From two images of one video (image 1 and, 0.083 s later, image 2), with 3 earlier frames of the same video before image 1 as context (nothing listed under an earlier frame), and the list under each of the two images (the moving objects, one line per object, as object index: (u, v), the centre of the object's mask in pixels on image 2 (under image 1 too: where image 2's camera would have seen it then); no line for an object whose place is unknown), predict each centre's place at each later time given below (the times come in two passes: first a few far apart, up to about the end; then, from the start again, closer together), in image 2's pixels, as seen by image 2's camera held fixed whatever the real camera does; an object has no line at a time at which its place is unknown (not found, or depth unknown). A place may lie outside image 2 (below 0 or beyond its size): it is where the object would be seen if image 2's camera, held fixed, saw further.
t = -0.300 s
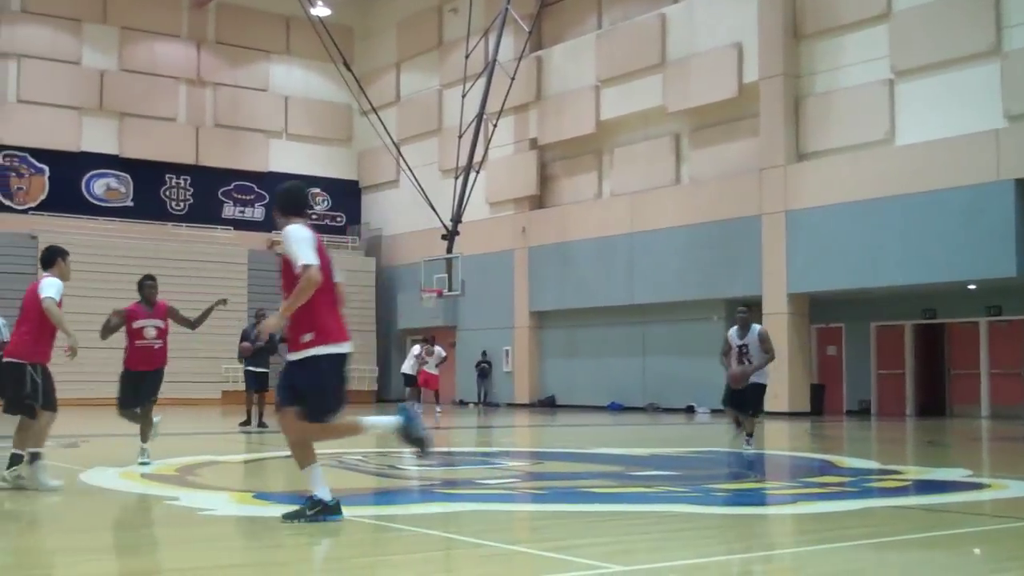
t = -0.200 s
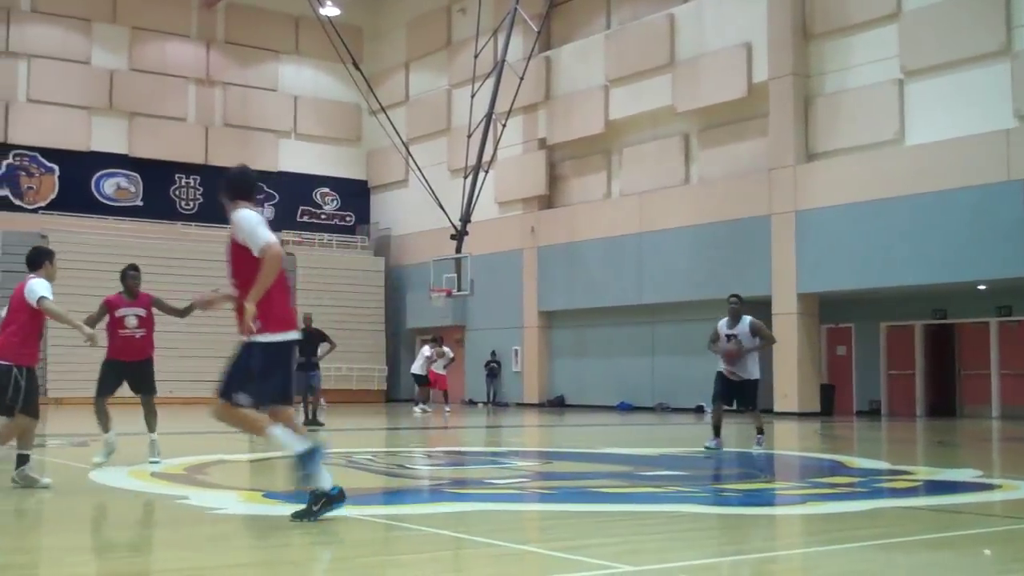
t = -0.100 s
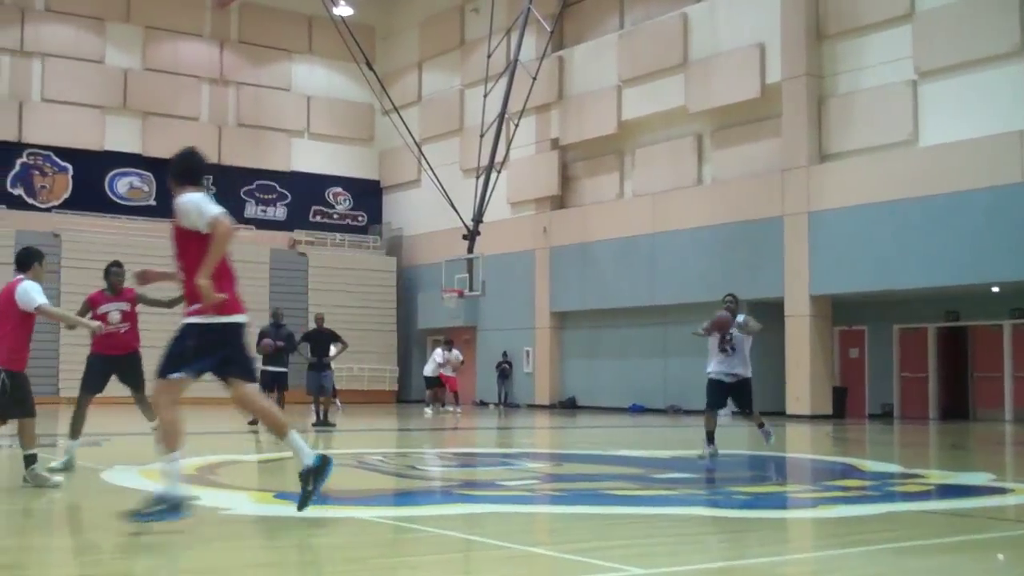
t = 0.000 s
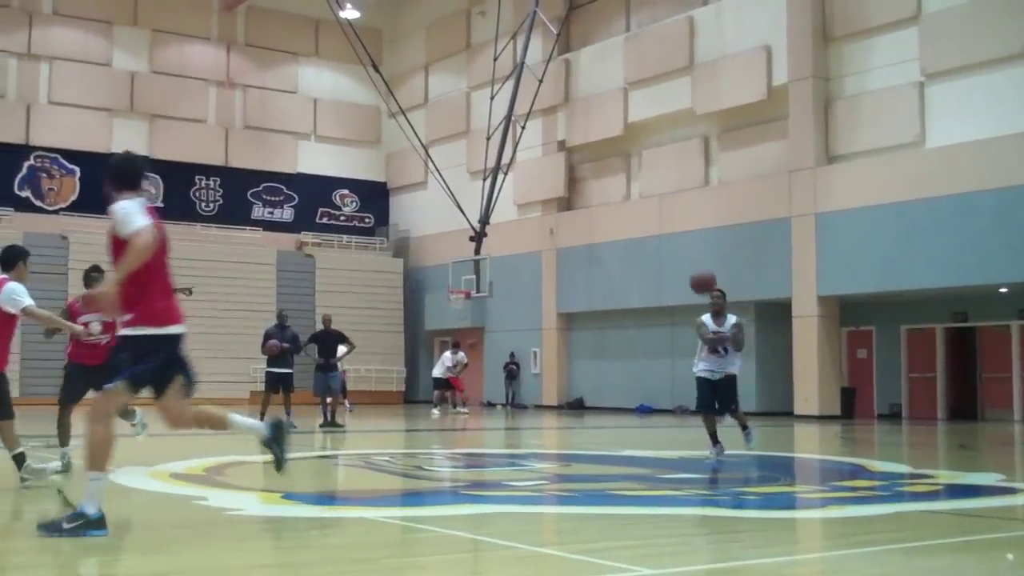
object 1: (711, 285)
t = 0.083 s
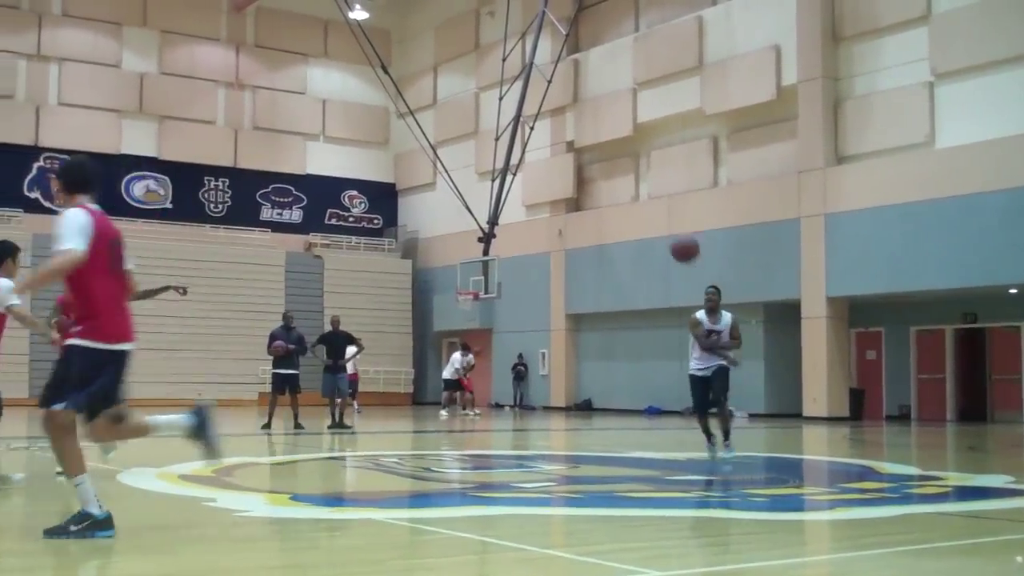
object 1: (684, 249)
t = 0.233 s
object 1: (620, 188)
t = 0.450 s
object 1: (461, 103)
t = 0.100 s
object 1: (679, 242)
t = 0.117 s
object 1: (672, 235)
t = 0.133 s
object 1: (666, 228)
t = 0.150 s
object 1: (659, 221)
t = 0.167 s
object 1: (652, 215)
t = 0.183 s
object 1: (644, 208)
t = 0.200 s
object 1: (637, 202)
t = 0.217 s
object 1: (628, 194)
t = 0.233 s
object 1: (620, 188)
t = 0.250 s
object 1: (610, 181)
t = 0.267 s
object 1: (600, 174)
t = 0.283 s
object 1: (592, 167)
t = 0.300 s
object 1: (582, 162)
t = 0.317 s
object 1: (570, 154)
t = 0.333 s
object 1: (559, 148)
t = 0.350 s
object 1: (549, 141)
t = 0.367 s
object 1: (536, 134)
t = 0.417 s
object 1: (493, 116)
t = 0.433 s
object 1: (477, 109)
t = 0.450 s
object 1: (461, 103)
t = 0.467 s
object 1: (444, 97)
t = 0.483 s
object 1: (423, 90)
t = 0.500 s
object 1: (406, 83)
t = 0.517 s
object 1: (383, 75)
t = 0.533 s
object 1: (360, 70)
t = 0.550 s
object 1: (334, 63)
